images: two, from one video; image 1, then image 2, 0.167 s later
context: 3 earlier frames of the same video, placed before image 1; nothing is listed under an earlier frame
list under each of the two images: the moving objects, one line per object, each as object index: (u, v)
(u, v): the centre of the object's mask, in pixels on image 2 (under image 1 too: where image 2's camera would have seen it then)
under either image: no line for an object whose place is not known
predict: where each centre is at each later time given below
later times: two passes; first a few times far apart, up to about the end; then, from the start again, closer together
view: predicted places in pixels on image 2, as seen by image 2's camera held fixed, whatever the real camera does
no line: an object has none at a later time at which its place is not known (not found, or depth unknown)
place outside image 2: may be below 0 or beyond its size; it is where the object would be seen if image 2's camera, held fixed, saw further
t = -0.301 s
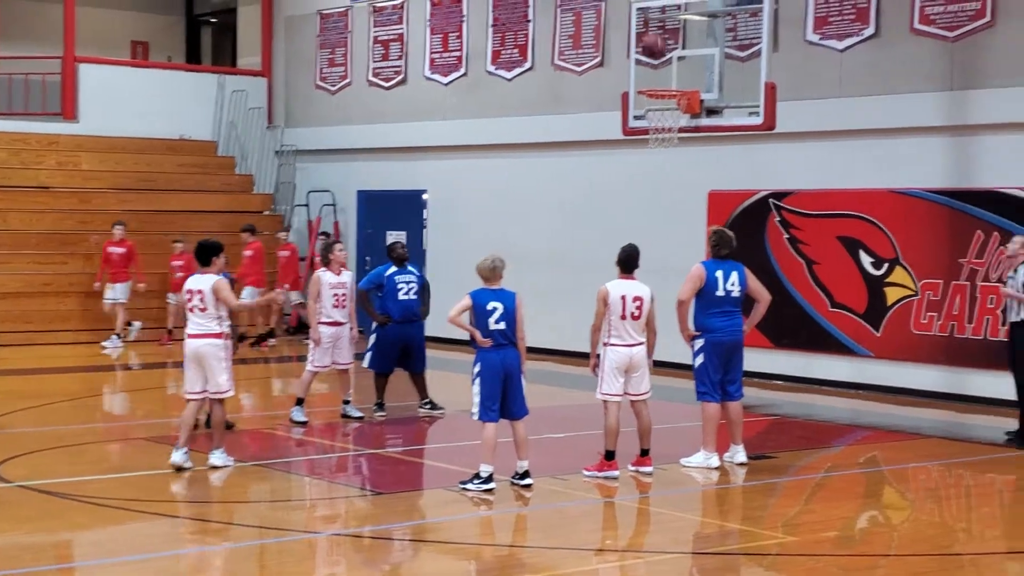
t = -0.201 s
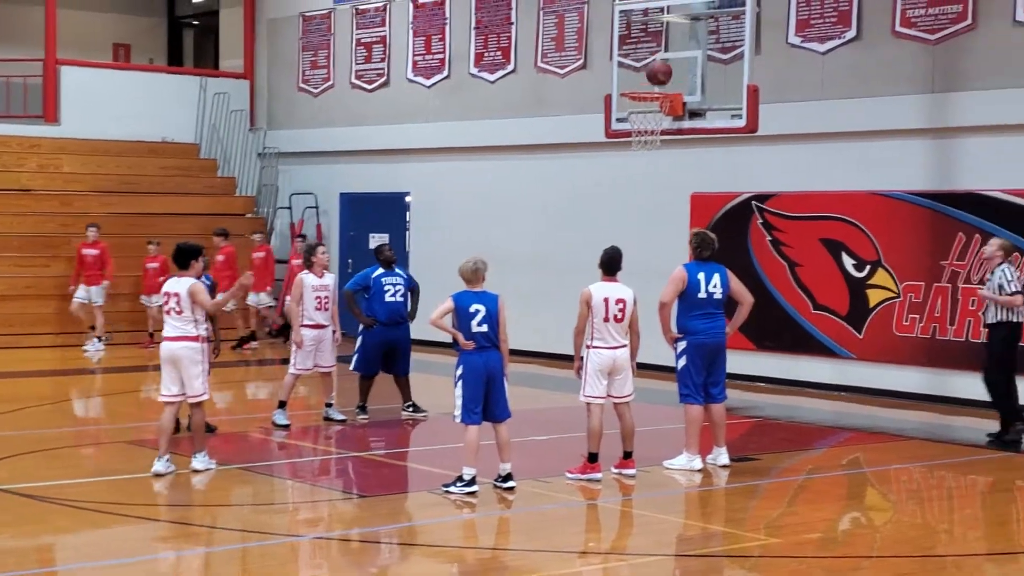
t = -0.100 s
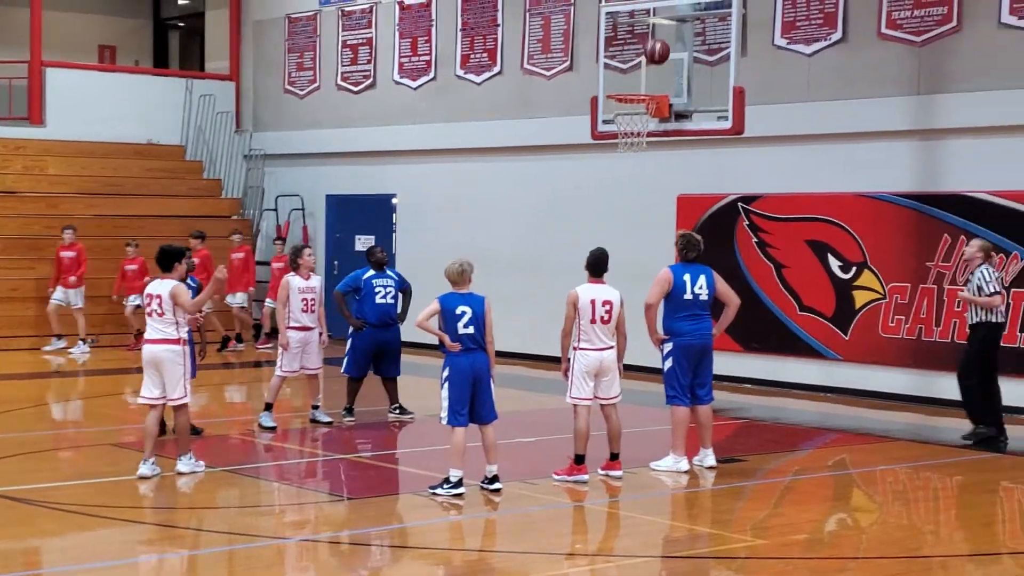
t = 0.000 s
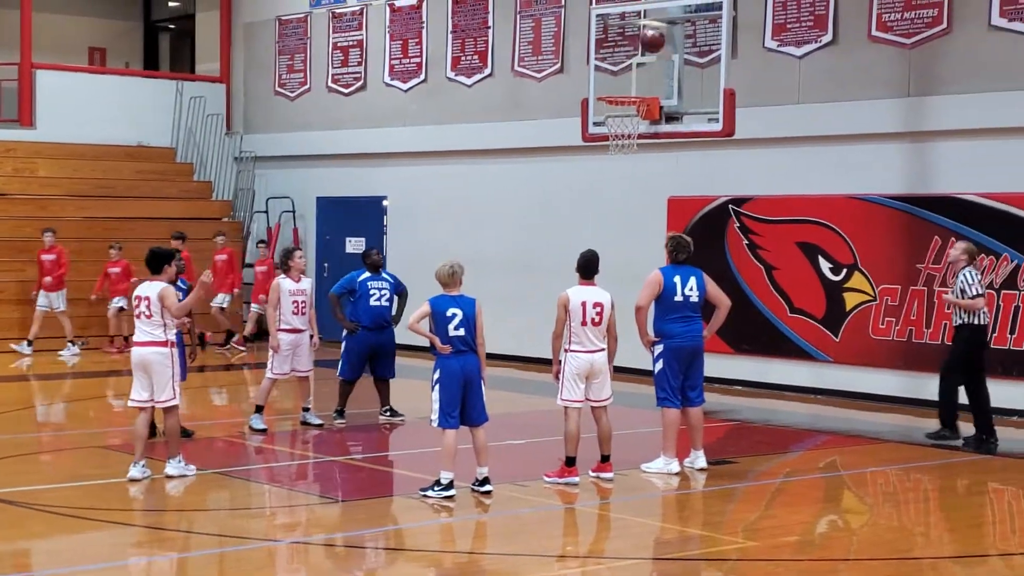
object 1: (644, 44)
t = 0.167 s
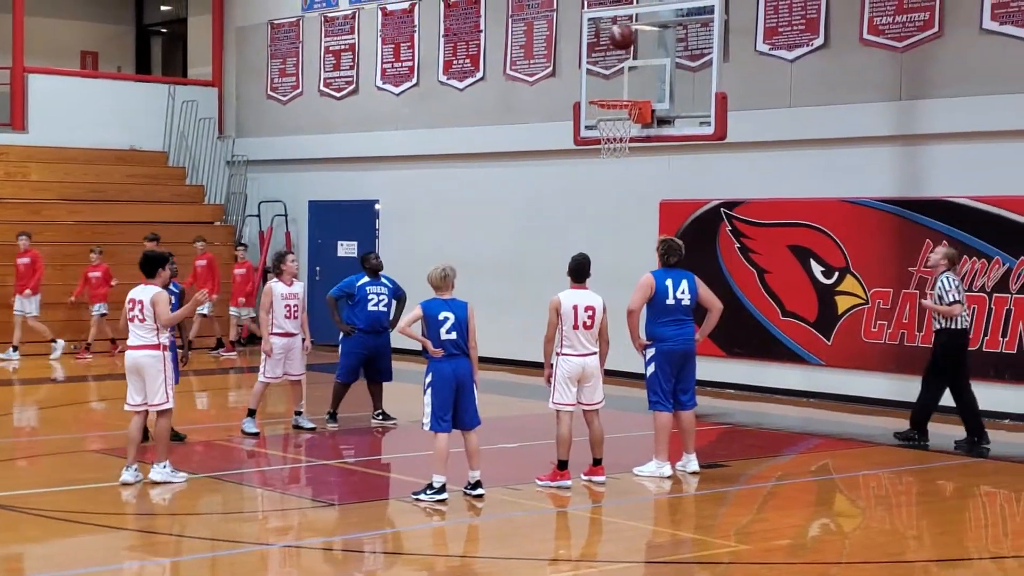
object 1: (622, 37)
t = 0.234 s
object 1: (613, 43)
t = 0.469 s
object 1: (580, 101)
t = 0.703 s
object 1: (544, 217)
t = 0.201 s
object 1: (618, 39)
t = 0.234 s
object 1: (613, 43)
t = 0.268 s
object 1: (608, 47)
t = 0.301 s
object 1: (604, 53)
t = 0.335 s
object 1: (599, 60)
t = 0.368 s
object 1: (594, 69)
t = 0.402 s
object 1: (589, 78)
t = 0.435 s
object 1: (584, 89)
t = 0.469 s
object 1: (580, 101)
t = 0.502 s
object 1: (575, 113)
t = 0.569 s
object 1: (564, 145)
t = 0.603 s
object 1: (559, 160)
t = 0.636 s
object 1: (554, 178)
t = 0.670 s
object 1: (549, 197)
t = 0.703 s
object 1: (544, 217)
